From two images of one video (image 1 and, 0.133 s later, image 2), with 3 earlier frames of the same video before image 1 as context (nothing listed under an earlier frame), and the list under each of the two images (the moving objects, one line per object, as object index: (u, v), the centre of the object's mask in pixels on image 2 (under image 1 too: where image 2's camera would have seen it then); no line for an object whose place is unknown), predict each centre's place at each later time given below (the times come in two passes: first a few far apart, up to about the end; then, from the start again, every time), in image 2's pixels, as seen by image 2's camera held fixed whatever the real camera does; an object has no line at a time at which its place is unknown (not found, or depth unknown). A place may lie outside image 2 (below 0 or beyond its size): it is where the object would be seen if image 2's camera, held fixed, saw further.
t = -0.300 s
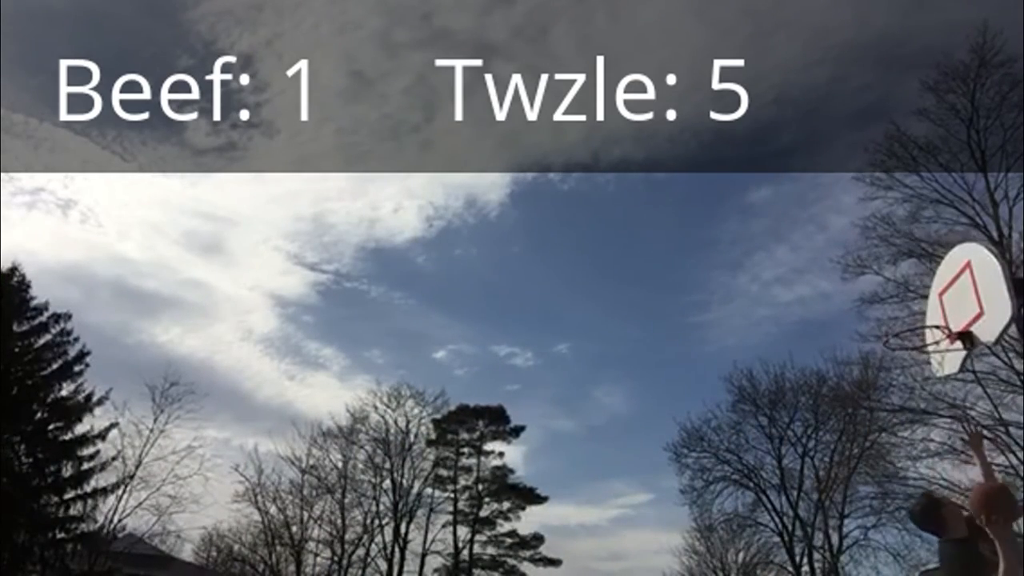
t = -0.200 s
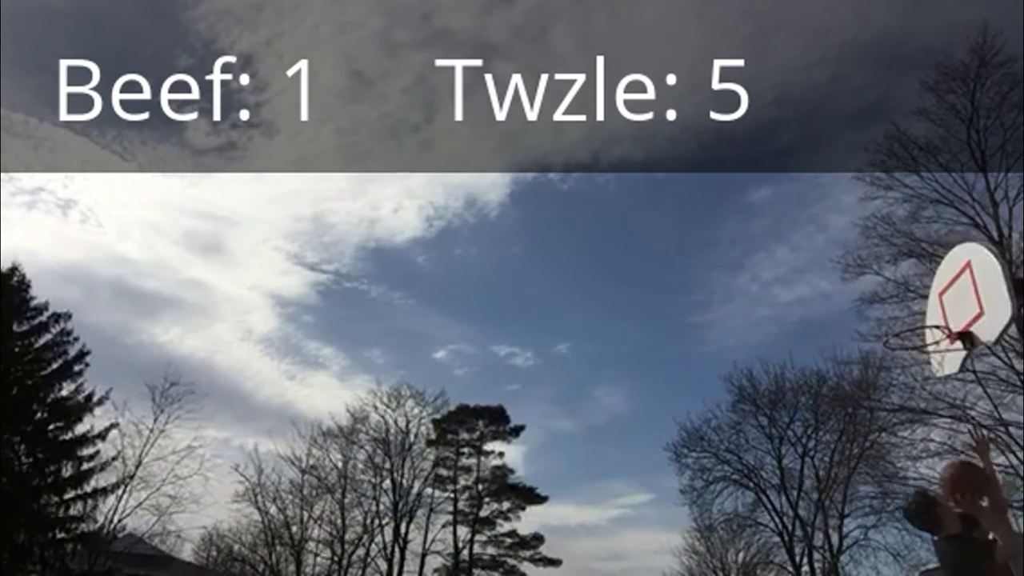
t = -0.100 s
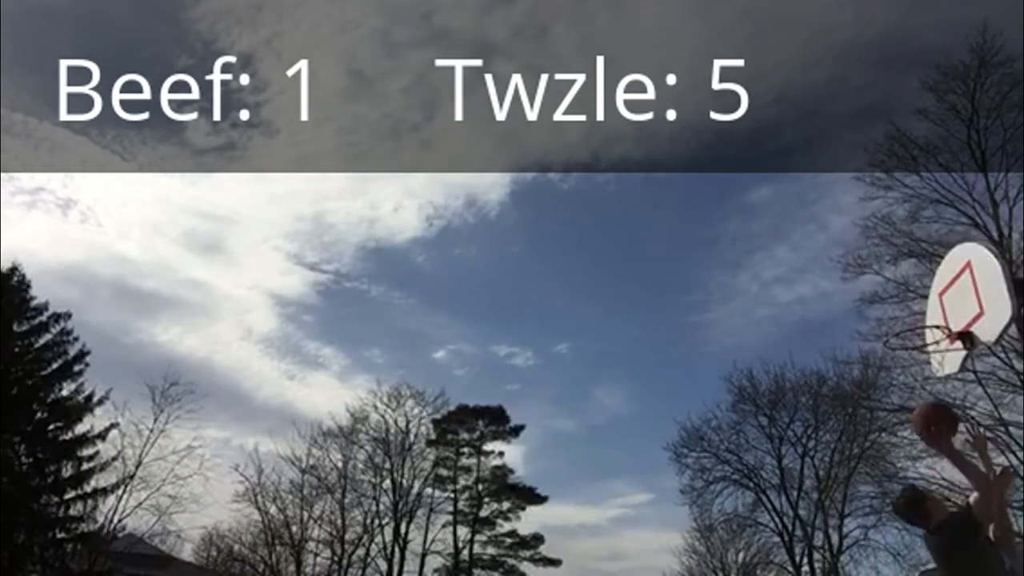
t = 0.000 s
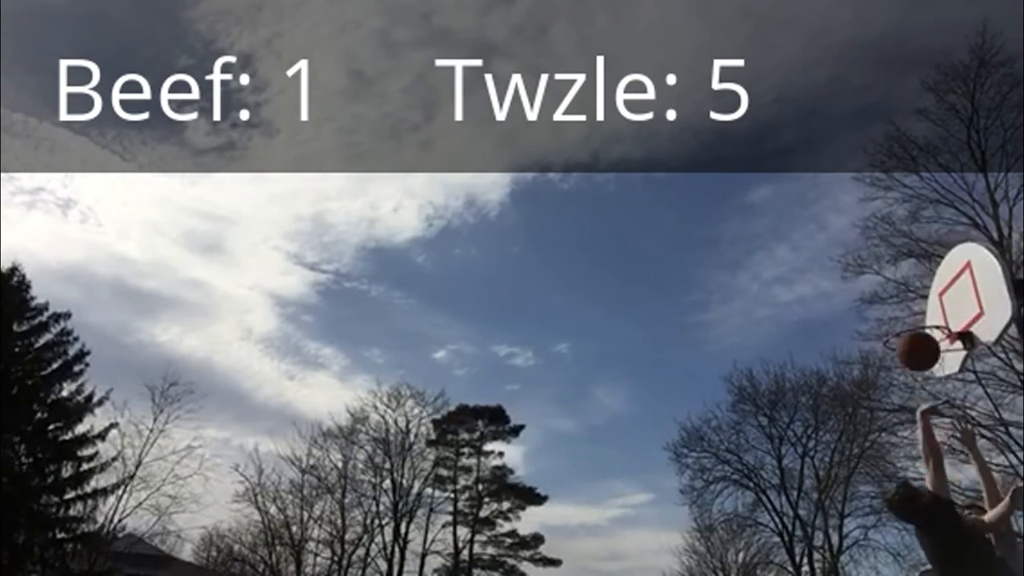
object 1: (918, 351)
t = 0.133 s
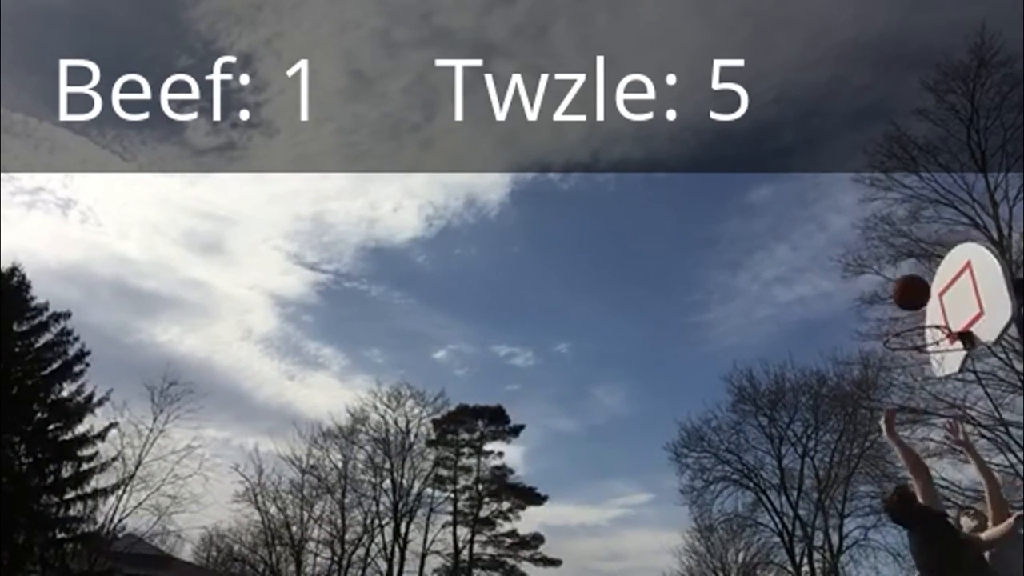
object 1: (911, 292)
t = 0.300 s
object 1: (909, 263)
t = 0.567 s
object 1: (919, 287)
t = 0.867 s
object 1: (898, 308)
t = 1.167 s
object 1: (852, 348)
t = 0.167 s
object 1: (911, 283)
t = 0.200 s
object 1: (909, 275)
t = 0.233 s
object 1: (909, 270)
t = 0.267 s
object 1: (909, 266)
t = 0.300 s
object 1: (909, 263)
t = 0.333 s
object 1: (910, 262)
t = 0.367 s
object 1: (910, 261)
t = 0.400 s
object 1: (911, 262)
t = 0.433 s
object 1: (912, 265)
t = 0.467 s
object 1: (912, 267)
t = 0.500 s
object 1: (915, 273)
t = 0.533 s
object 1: (917, 279)
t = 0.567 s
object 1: (919, 287)
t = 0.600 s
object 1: (921, 295)
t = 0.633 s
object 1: (924, 304)
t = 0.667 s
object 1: (927, 316)
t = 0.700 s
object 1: (930, 328)
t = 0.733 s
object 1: (925, 324)
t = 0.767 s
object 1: (917, 318)
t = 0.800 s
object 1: (910, 314)
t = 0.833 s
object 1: (904, 311)
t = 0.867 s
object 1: (898, 308)
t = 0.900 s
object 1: (891, 308)
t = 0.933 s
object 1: (886, 308)
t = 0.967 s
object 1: (880, 310)
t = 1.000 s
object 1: (875, 313)
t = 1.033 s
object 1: (870, 317)
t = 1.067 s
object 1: (865, 323)
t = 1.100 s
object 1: (860, 330)
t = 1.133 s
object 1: (856, 339)
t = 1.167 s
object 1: (852, 348)
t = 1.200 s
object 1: (848, 359)
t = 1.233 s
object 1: (845, 371)
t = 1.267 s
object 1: (841, 386)
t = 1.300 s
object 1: (836, 400)
